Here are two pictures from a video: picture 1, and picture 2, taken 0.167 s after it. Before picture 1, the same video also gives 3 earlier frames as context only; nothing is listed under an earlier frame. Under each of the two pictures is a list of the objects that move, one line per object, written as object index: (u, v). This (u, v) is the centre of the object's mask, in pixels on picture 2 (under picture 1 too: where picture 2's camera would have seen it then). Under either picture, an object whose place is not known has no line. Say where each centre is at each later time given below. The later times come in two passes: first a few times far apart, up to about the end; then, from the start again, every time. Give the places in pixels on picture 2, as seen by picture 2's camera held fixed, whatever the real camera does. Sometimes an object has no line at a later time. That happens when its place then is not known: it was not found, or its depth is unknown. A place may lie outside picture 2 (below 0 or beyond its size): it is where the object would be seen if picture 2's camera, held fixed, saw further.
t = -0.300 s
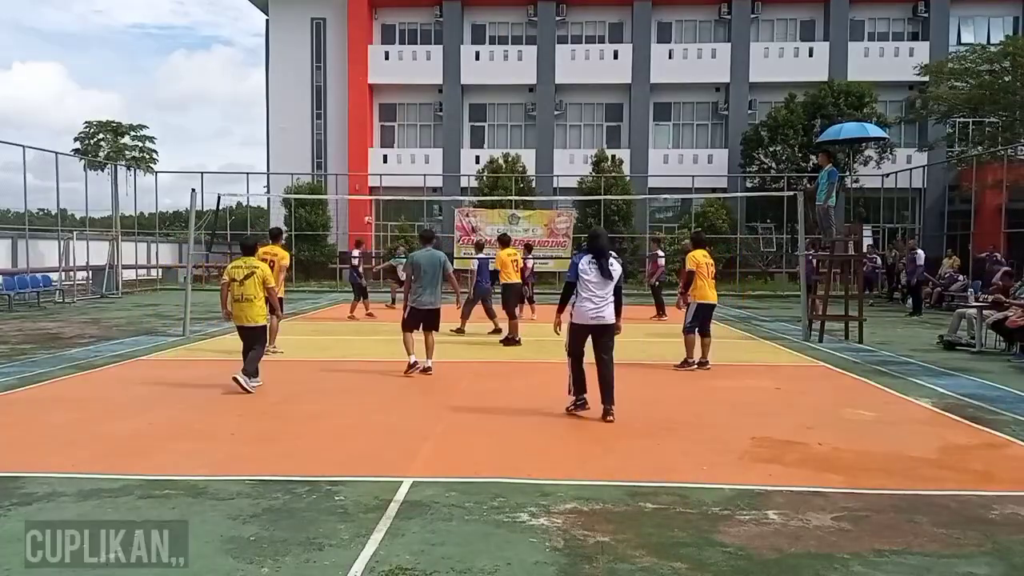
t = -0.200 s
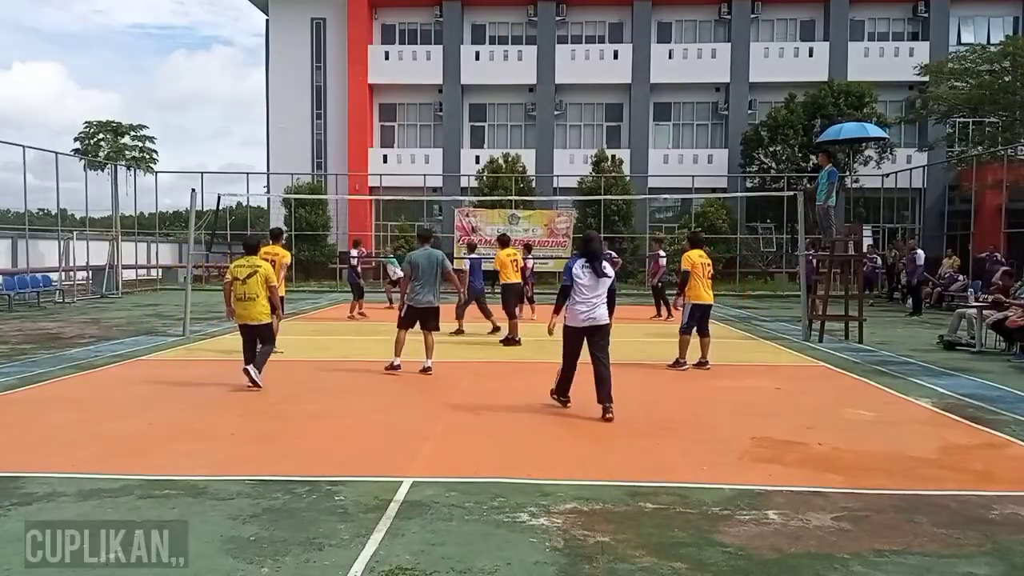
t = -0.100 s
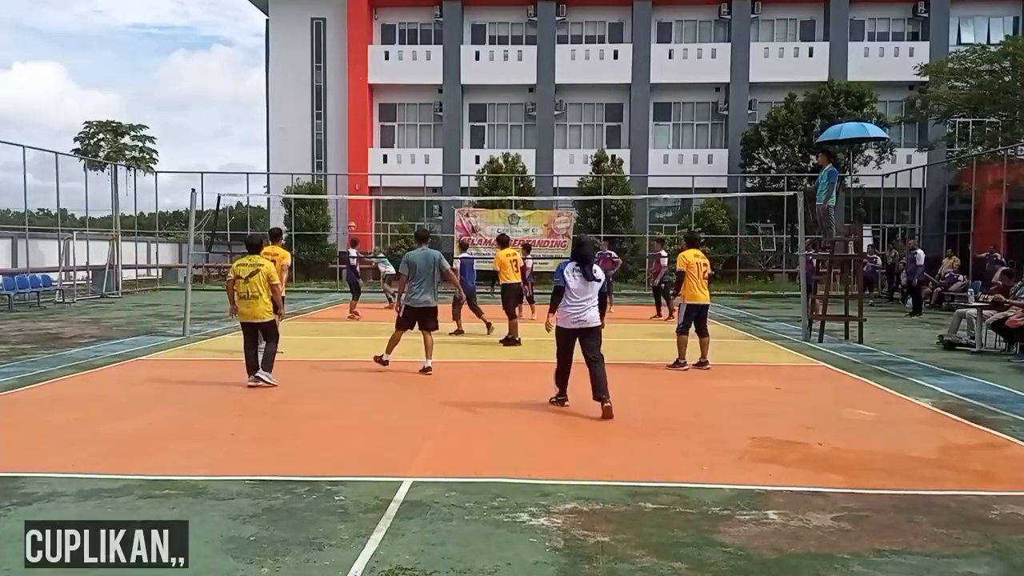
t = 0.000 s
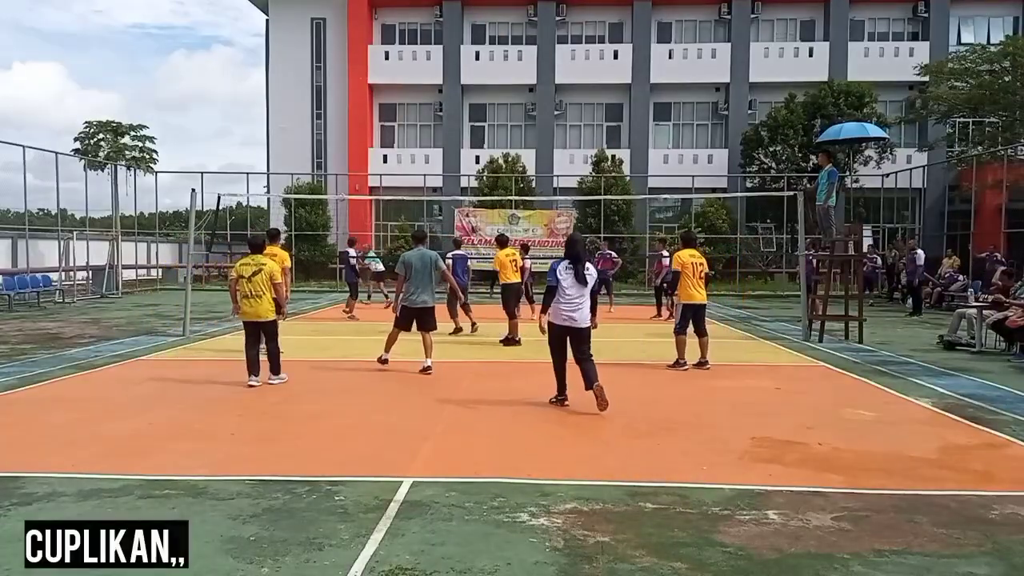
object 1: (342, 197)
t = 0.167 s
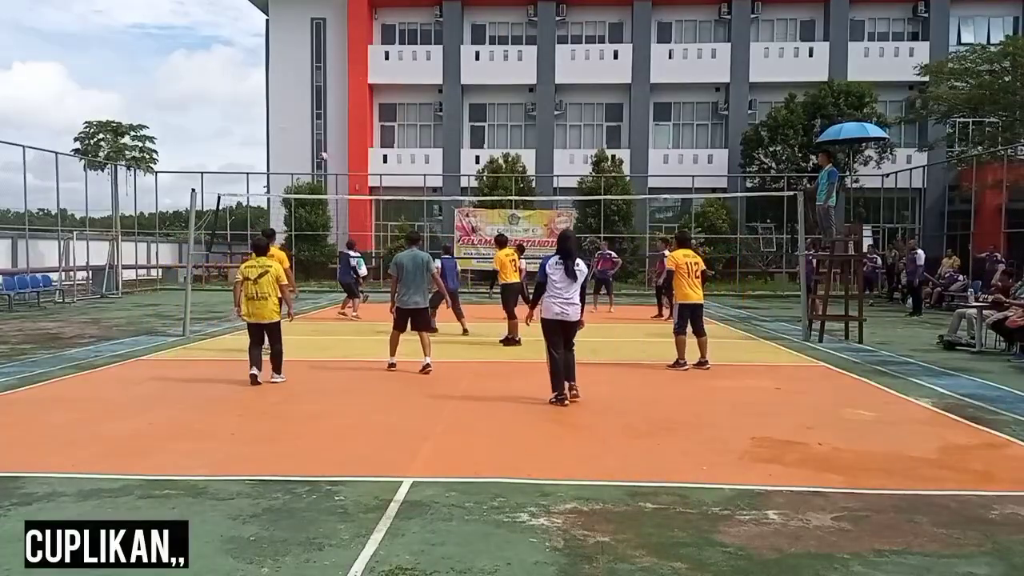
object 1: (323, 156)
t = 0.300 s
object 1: (308, 132)
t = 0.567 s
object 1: (278, 104)
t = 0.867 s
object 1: (243, 111)
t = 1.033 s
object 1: (222, 134)
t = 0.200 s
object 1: (319, 149)
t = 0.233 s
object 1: (316, 143)
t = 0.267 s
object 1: (311, 138)
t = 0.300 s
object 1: (308, 132)
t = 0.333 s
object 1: (304, 127)
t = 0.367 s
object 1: (301, 122)
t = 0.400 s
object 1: (297, 118)
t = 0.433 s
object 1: (293, 114)
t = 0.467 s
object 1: (289, 111)
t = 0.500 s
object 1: (285, 108)
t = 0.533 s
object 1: (282, 106)
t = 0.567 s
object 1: (278, 104)
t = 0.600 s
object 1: (274, 103)
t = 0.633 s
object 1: (271, 102)
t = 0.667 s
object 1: (266, 102)
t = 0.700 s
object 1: (263, 102)
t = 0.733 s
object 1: (258, 103)
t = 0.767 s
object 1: (255, 104)
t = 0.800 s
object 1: (251, 106)
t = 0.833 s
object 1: (246, 108)
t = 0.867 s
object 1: (243, 111)
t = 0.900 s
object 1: (239, 114)
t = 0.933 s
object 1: (234, 119)
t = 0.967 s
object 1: (230, 123)
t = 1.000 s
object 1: (226, 128)
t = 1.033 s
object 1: (222, 134)
